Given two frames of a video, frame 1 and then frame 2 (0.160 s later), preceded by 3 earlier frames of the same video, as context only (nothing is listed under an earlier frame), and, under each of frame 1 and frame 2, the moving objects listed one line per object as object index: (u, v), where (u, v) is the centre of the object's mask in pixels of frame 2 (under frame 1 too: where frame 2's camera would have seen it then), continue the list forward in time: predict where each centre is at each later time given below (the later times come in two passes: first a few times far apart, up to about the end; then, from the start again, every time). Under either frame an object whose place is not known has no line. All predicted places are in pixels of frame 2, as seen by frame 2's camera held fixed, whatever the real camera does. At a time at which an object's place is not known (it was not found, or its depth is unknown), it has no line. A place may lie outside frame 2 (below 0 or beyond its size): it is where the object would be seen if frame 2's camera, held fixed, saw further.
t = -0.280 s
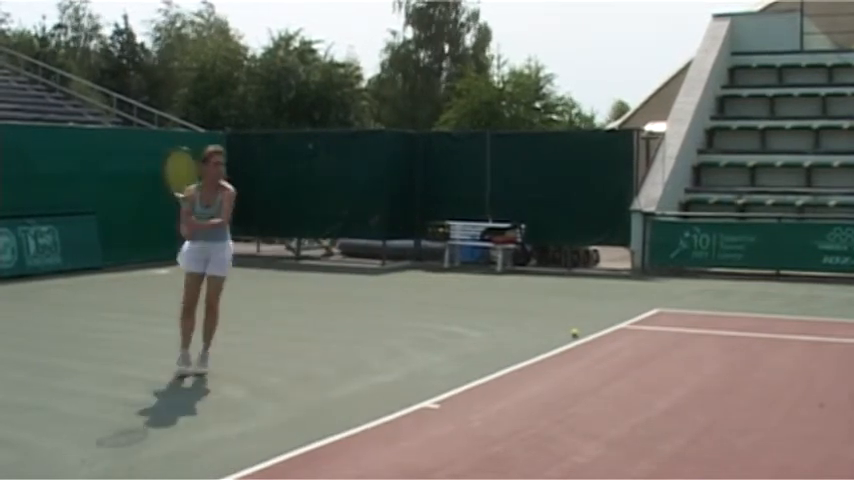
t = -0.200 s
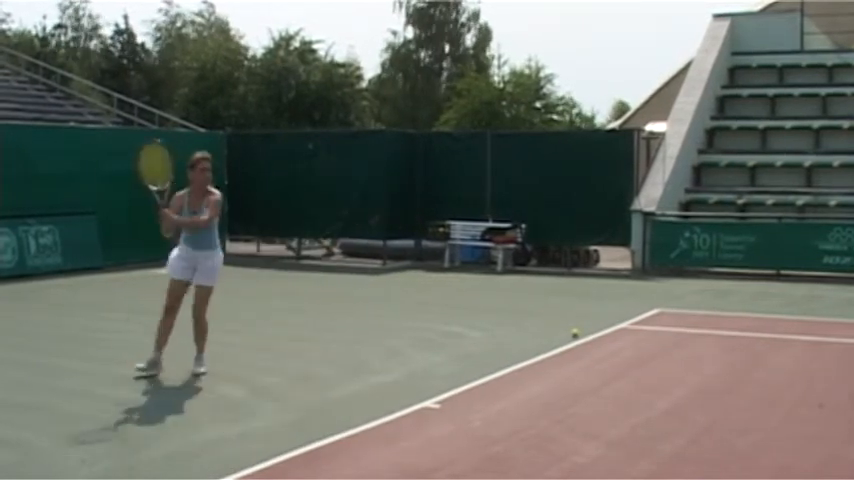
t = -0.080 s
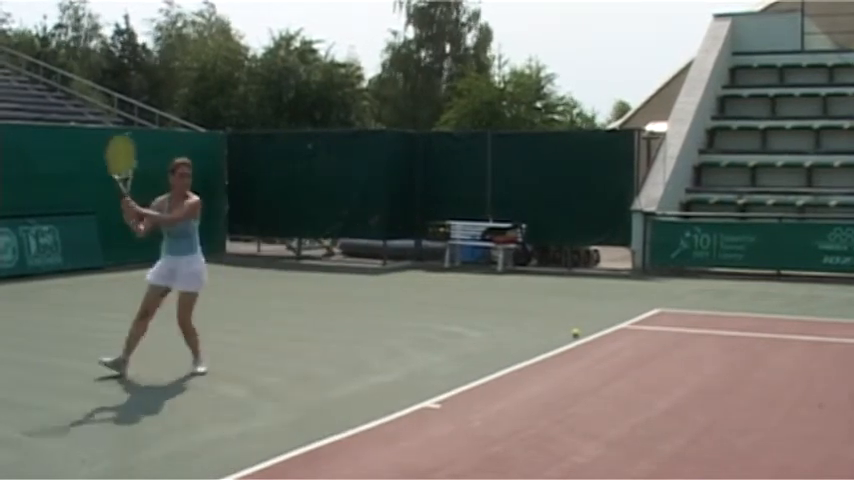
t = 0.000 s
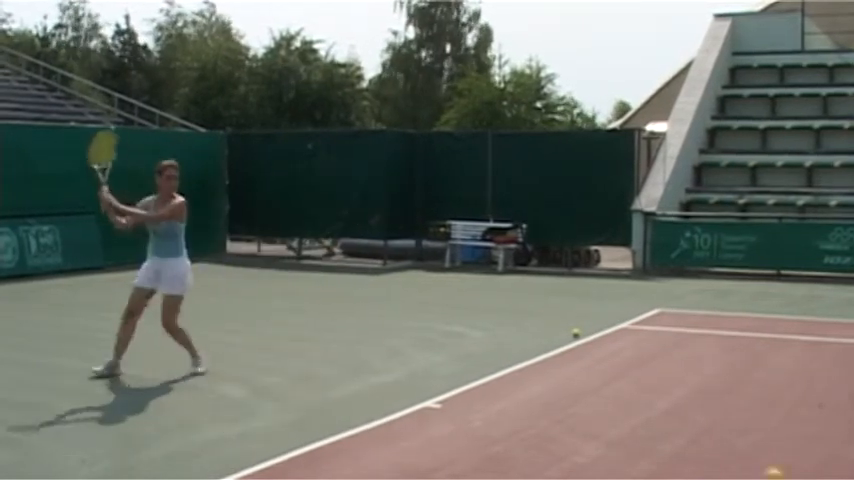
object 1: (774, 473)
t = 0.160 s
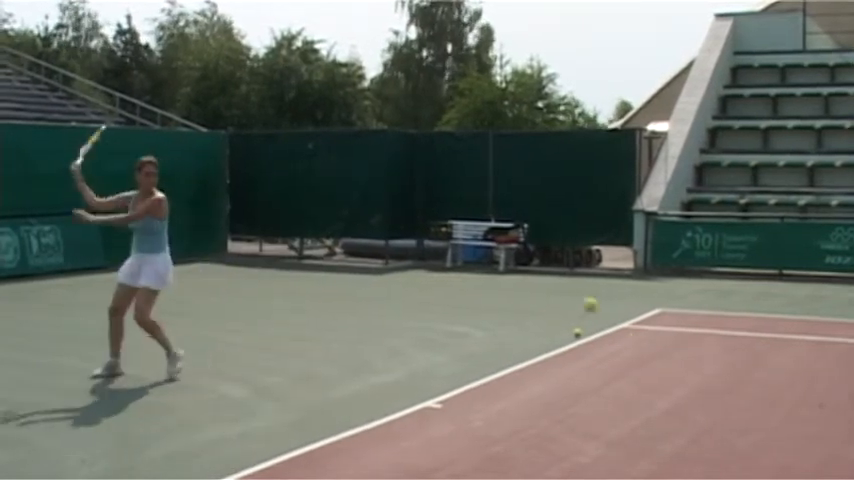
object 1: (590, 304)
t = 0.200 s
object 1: (545, 273)
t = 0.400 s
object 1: (345, 177)
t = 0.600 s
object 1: (178, 167)
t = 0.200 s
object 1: (545, 273)
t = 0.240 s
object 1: (503, 246)
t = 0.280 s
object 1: (461, 220)
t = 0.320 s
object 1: (421, 204)
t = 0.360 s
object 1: (382, 189)
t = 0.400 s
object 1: (345, 177)
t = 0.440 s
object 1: (309, 169)
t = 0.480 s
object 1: (274, 164)
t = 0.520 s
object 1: (241, 162)
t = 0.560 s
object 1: (209, 164)
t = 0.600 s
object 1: (178, 167)
